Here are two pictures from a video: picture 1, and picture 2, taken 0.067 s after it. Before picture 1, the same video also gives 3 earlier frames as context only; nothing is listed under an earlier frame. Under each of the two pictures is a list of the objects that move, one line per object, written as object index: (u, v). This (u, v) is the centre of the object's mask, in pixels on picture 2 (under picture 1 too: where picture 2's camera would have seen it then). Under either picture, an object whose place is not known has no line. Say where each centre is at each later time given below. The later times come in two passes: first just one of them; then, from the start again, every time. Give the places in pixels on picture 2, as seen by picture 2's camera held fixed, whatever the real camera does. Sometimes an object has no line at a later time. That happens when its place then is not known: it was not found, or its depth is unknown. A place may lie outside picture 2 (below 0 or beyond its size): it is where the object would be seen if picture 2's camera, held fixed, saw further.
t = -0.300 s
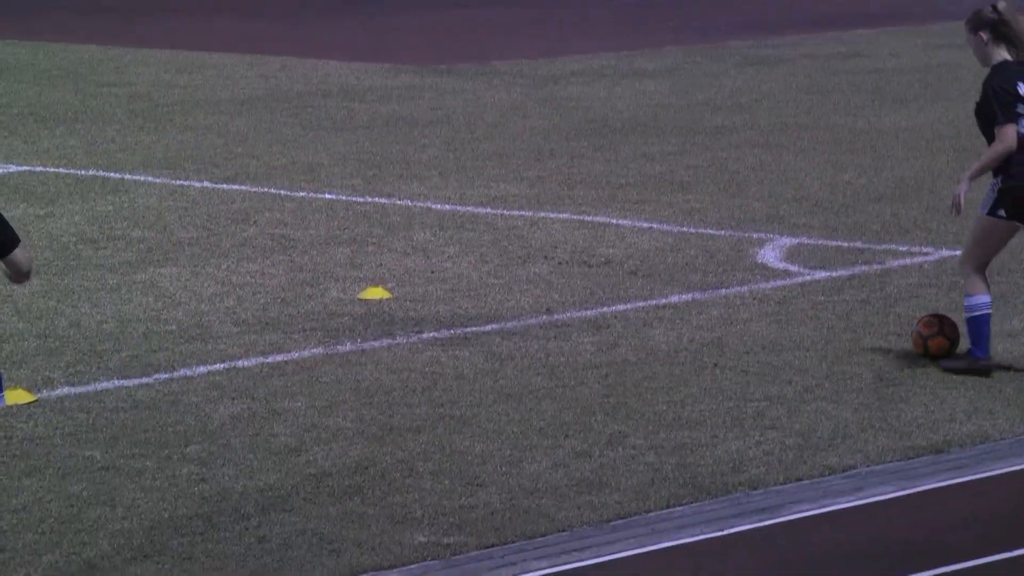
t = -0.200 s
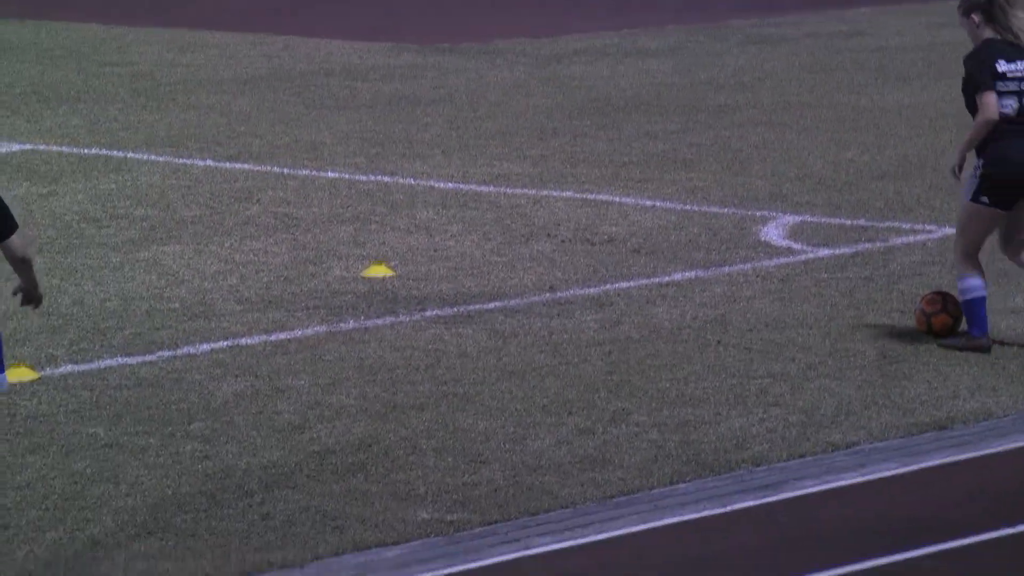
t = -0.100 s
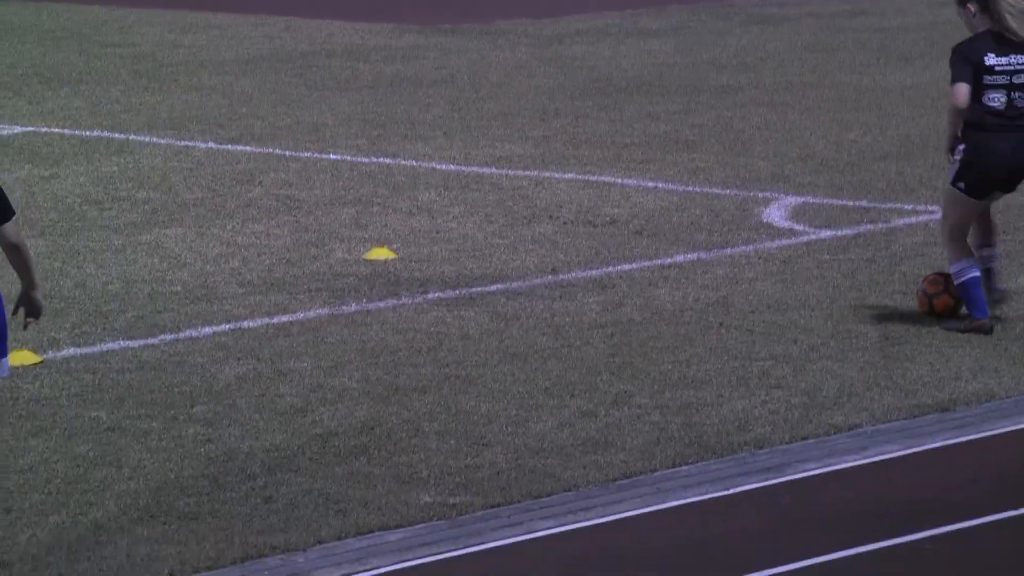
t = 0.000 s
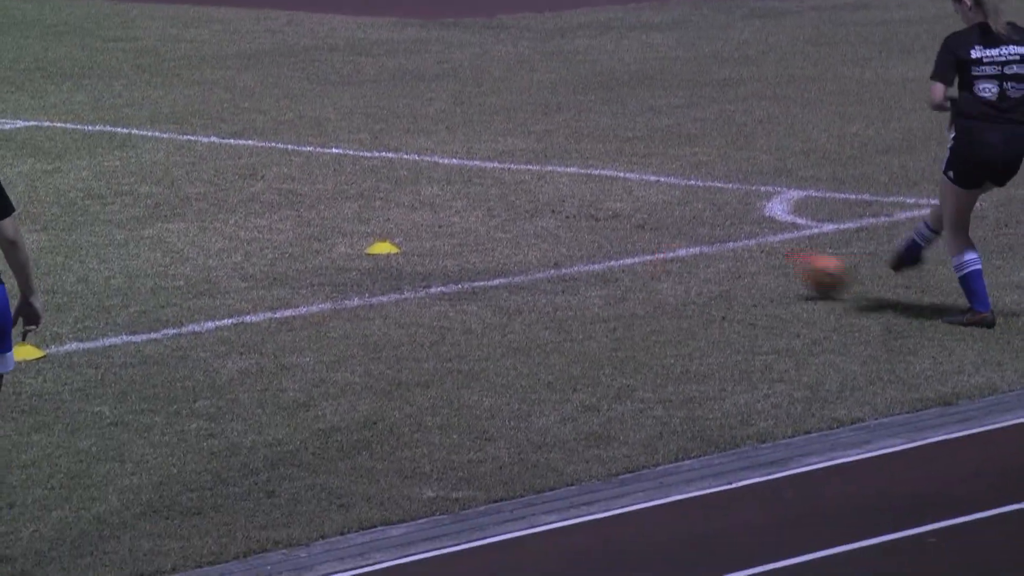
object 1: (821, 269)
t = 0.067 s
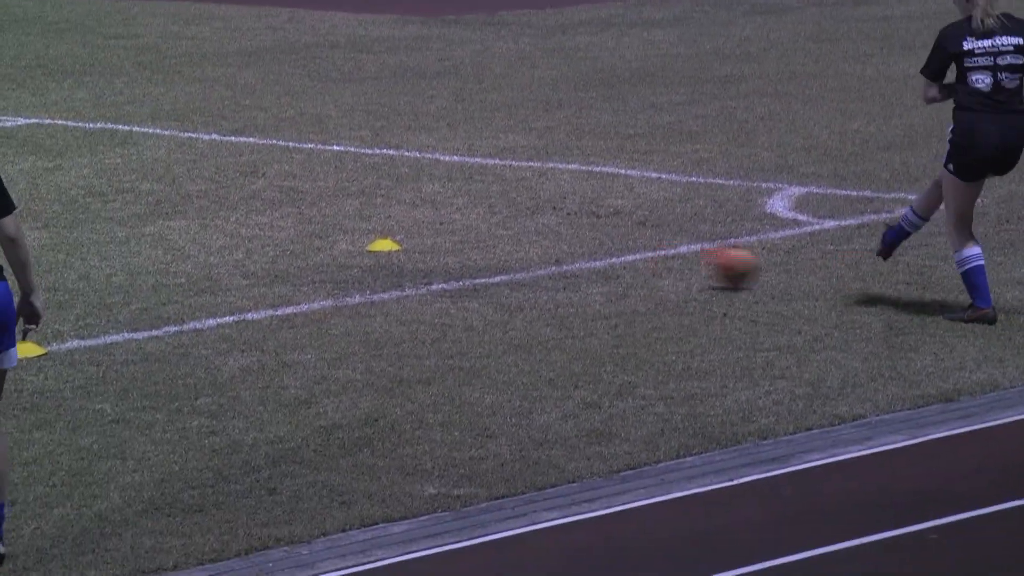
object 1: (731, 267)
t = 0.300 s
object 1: (470, 252)
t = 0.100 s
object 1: (686, 266)
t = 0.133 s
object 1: (645, 261)
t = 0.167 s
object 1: (612, 255)
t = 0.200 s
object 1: (572, 248)
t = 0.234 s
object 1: (540, 247)
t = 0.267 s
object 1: (504, 249)
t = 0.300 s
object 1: (470, 252)
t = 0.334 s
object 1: (443, 245)
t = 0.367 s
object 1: (417, 236)
